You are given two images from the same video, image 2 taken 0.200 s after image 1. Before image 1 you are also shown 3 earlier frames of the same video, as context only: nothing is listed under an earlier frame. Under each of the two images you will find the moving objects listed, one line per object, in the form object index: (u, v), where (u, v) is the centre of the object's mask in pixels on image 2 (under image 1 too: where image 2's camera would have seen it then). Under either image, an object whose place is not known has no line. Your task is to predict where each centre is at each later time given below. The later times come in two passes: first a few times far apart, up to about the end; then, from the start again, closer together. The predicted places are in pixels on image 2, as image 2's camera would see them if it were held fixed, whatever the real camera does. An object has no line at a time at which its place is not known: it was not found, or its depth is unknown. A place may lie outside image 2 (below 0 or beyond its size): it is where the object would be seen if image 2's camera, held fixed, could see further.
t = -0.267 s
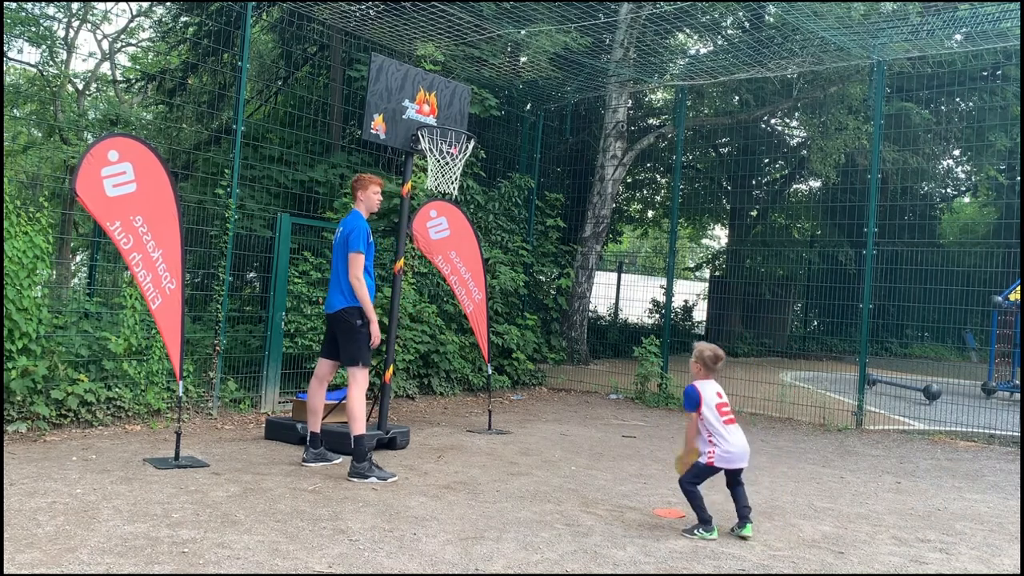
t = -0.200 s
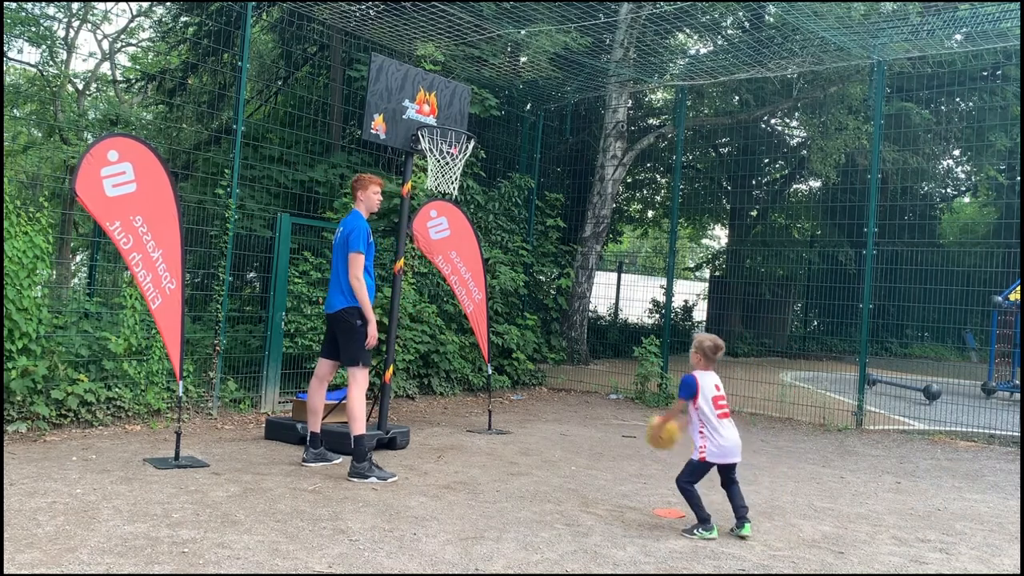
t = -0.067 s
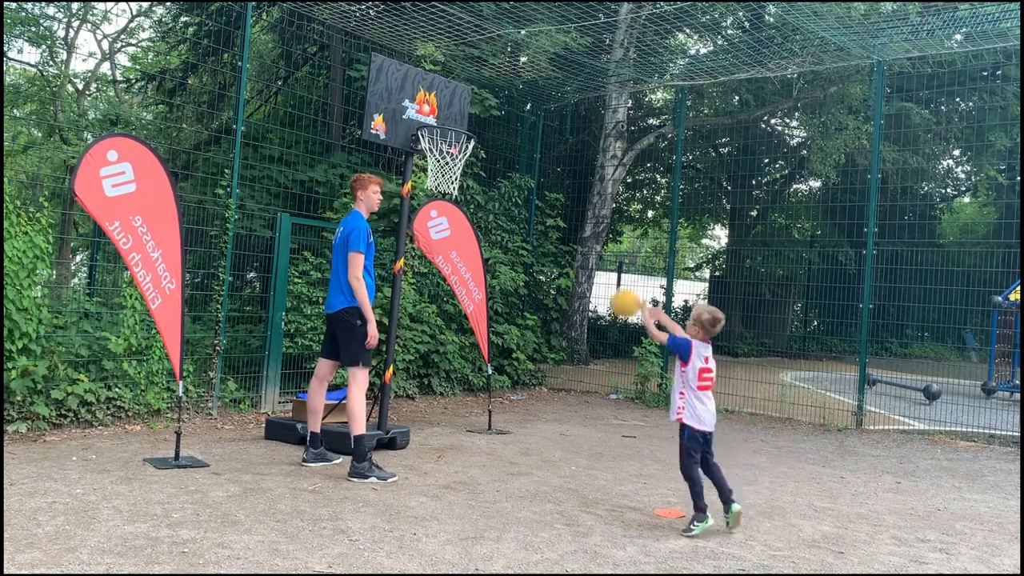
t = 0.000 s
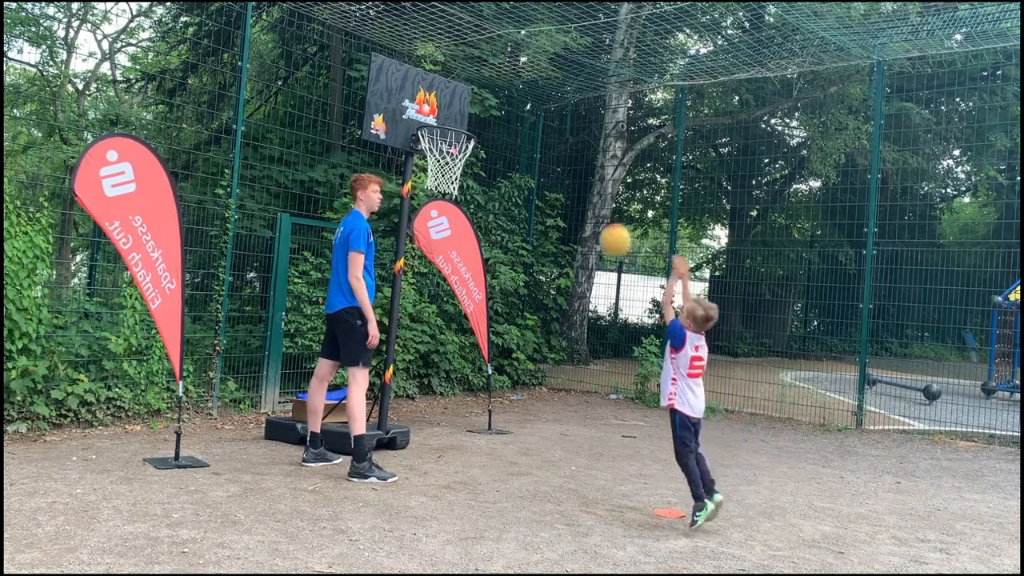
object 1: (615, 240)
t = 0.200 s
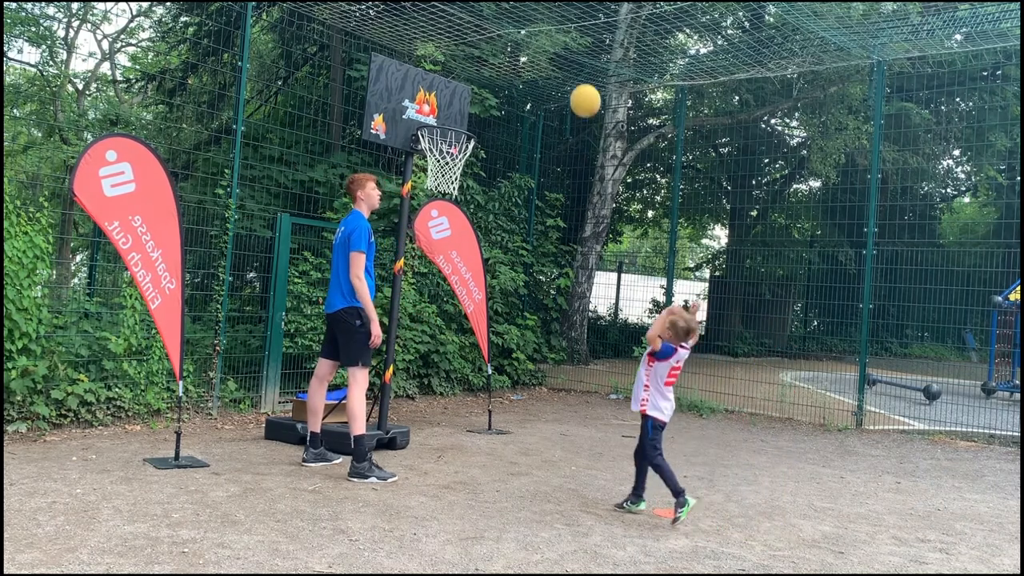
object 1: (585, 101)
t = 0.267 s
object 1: (575, 68)
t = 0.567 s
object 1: (531, 11)
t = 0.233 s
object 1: (580, 83)
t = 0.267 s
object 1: (575, 68)
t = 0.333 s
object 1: (564, 43)
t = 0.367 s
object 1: (559, 33)
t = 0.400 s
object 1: (553, 25)
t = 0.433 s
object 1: (548, 17)
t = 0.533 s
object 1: (537, 12)
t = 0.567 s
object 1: (531, 11)
